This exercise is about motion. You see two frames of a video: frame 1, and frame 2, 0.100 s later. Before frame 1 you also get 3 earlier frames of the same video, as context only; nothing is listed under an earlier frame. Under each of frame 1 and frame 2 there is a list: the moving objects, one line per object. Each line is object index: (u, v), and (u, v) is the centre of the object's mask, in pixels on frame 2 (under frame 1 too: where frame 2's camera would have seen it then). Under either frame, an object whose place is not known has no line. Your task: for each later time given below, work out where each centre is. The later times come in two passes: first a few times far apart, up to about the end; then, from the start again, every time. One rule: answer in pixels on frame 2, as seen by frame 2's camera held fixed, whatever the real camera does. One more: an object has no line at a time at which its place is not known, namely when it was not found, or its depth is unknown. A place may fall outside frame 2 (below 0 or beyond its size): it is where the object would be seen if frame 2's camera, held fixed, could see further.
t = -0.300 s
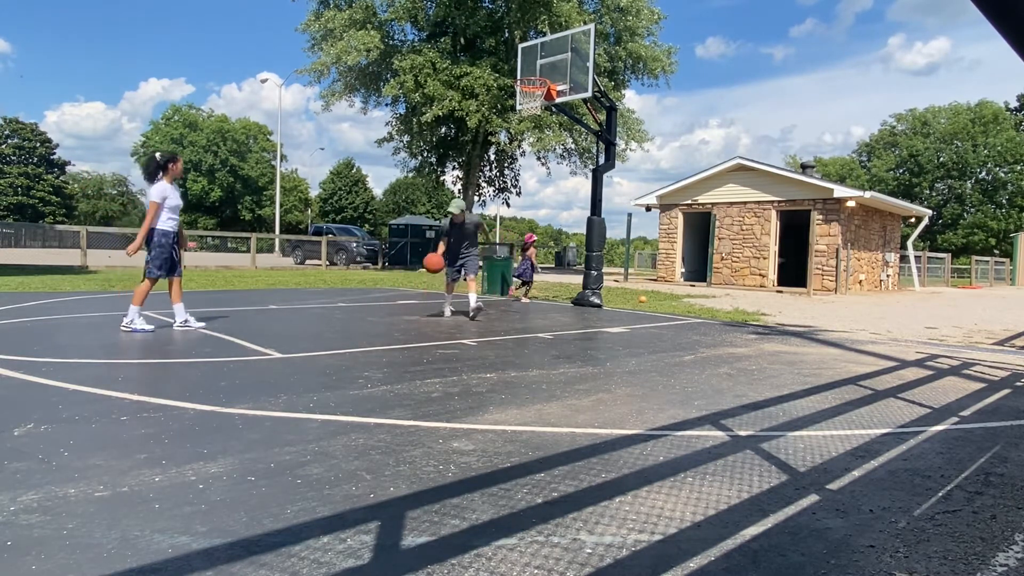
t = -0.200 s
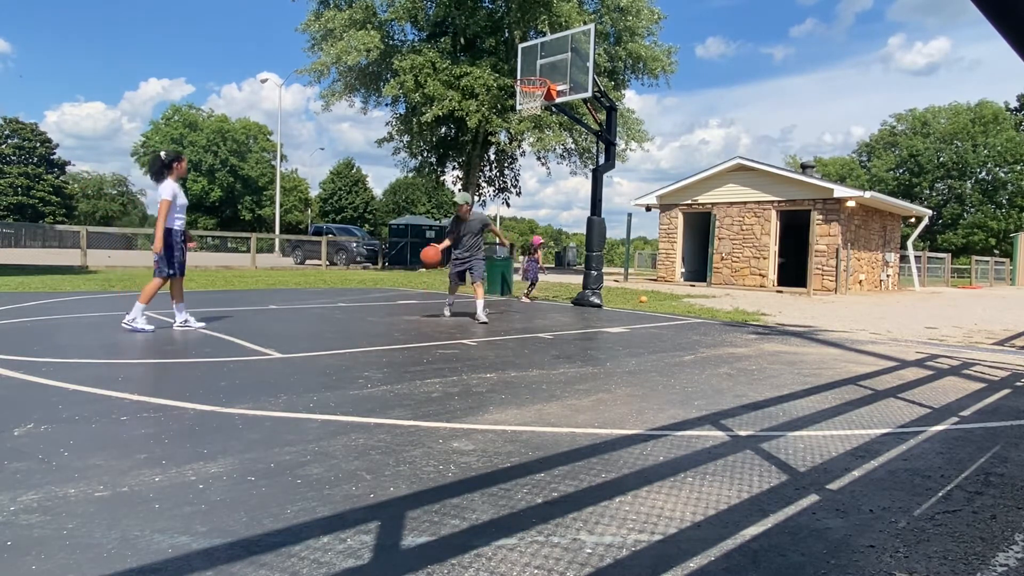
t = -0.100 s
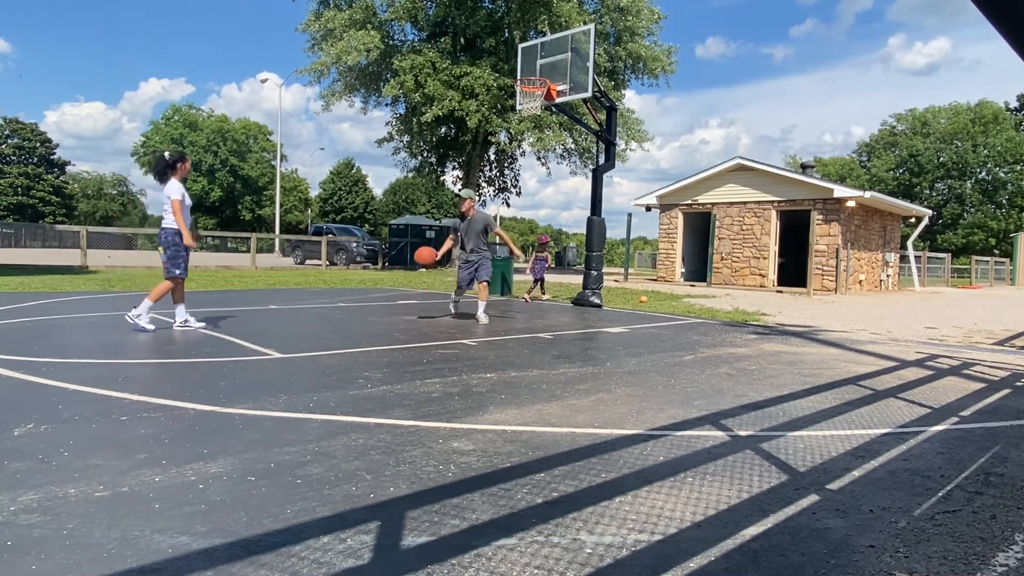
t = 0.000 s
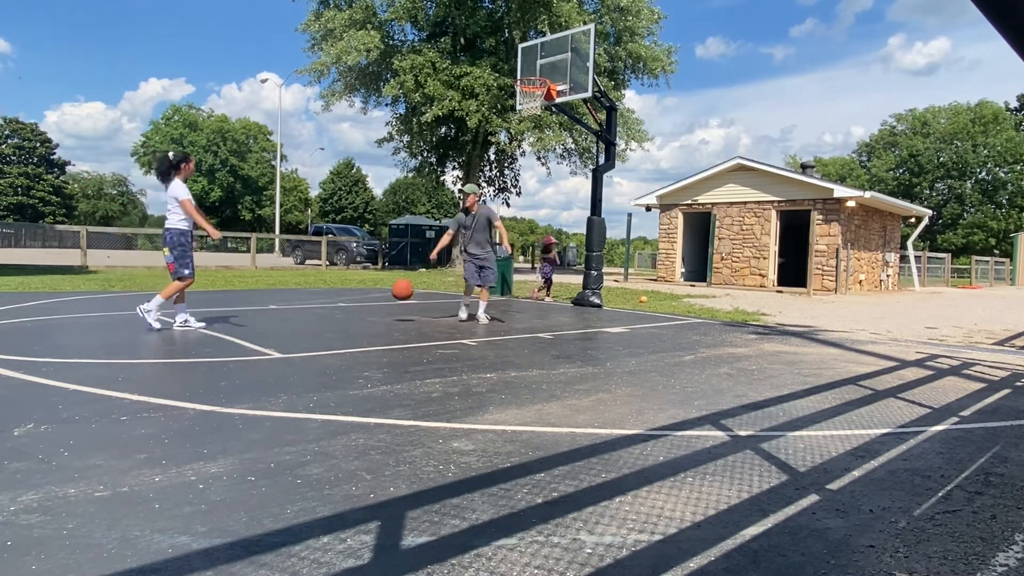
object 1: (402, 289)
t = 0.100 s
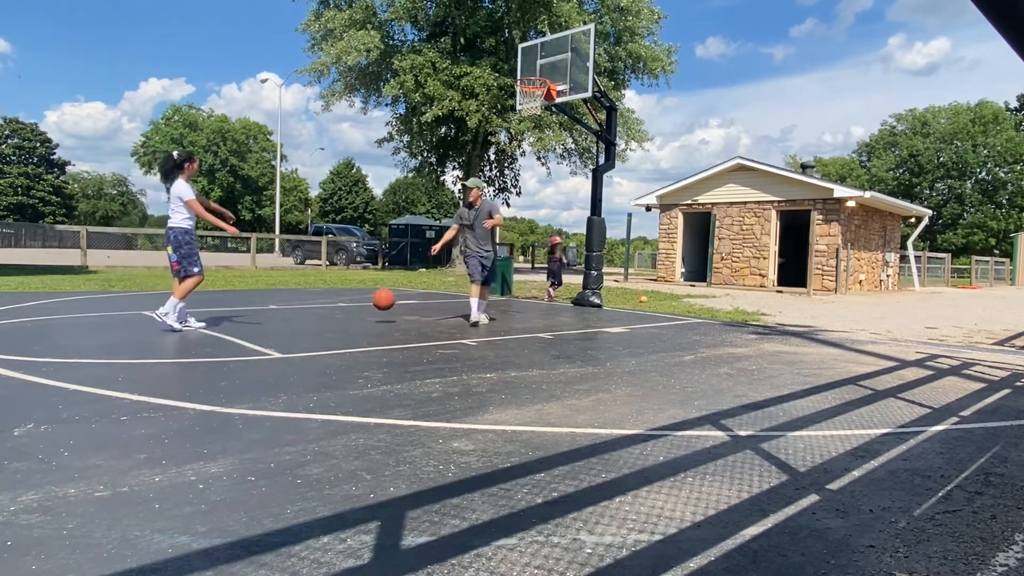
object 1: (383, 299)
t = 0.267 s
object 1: (368, 249)
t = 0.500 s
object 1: (343, 223)
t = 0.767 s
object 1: (311, 261)
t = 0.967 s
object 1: (284, 305)
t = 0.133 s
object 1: (380, 287)
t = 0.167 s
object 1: (377, 277)
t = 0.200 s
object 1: (375, 267)
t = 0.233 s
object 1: (371, 258)
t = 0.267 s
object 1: (368, 249)
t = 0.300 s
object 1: (365, 242)
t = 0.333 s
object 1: (362, 236)
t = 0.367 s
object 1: (358, 232)
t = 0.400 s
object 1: (354, 228)
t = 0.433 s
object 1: (351, 225)
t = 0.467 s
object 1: (347, 224)
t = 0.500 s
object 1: (343, 223)
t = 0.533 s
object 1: (339, 224)
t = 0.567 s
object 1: (335, 225)
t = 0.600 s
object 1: (331, 228)
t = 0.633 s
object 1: (327, 232)
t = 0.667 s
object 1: (323, 238)
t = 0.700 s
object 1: (319, 244)
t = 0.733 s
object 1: (315, 252)
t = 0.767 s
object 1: (311, 261)
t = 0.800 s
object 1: (306, 271)
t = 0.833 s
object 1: (302, 282)
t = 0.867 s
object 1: (297, 294)
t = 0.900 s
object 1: (293, 308)
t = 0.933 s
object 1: (288, 318)
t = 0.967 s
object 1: (284, 305)
